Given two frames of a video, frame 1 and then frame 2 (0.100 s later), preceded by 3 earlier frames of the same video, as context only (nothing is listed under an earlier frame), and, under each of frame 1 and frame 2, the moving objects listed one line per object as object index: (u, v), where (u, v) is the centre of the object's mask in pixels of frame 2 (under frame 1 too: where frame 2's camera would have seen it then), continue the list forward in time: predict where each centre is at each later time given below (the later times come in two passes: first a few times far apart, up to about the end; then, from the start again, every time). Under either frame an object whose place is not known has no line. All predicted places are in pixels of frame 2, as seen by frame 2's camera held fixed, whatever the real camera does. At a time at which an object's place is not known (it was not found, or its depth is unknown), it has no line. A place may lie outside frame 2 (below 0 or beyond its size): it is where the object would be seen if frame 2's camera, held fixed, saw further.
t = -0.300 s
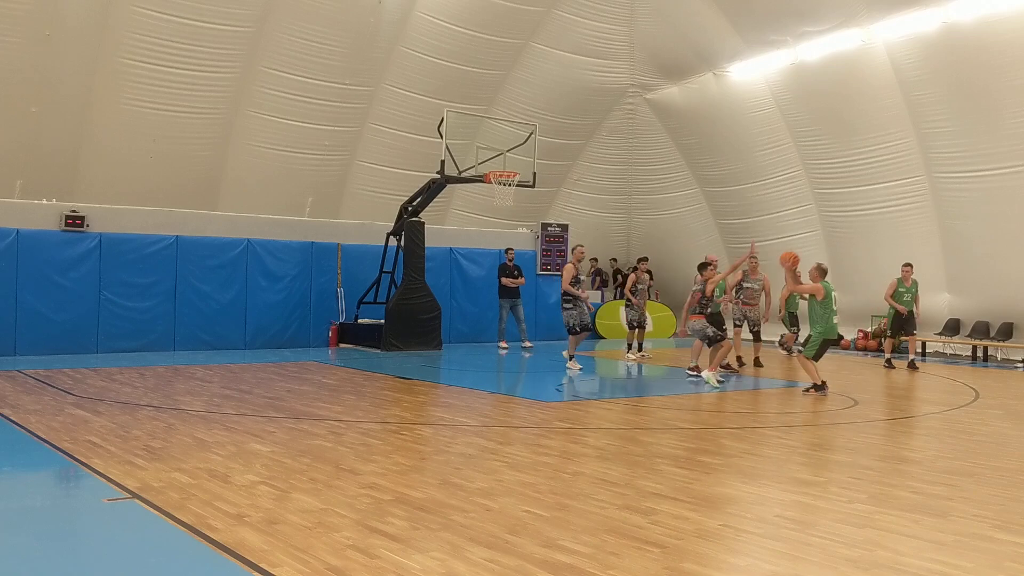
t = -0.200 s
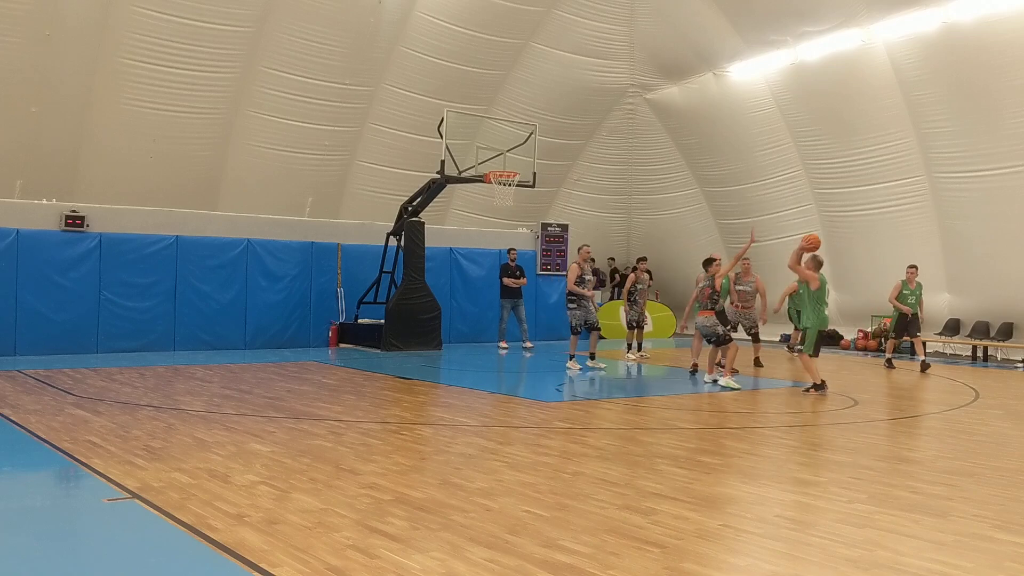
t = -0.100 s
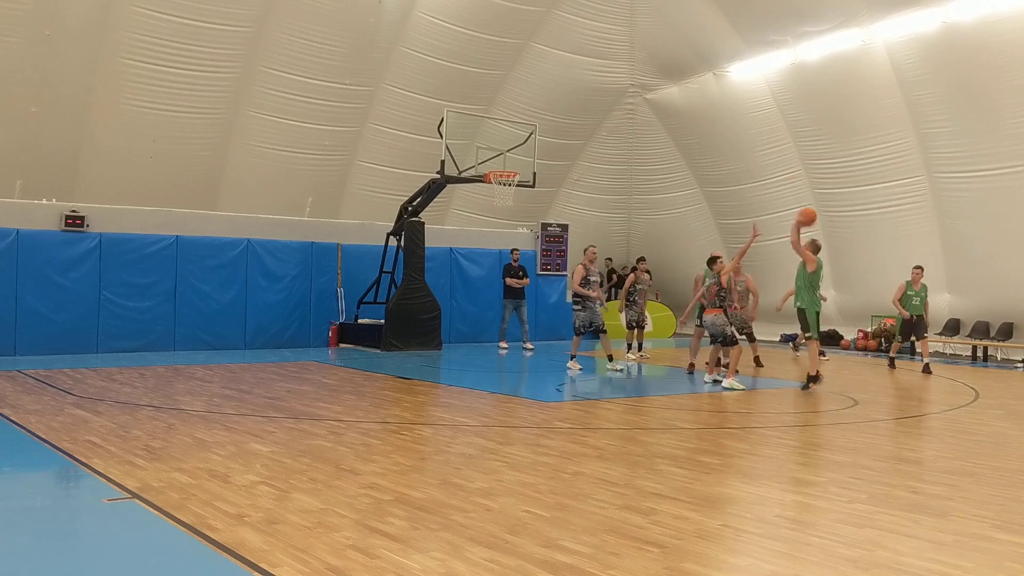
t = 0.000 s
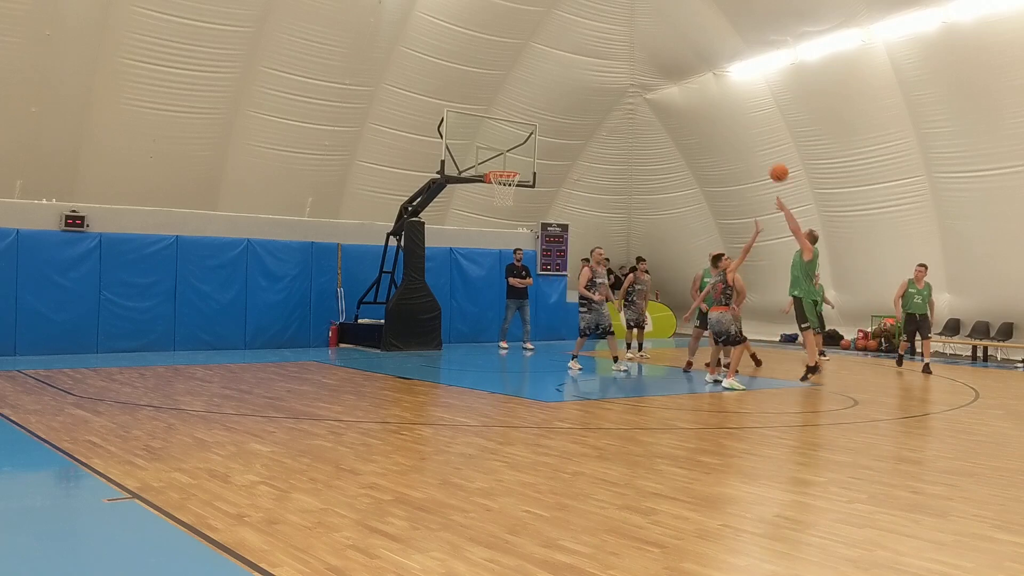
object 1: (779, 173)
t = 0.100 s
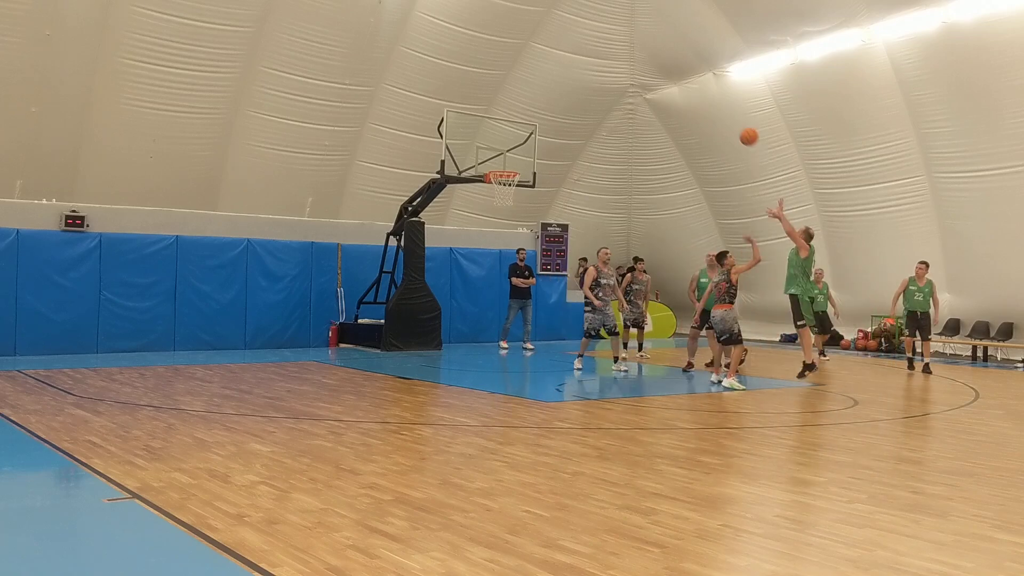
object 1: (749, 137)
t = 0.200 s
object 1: (719, 109)
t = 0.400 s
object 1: (665, 77)
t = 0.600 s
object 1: (615, 75)
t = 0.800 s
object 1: (568, 98)
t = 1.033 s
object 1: (517, 154)
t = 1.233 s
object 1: (513, 140)
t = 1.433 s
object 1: (530, 126)
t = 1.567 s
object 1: (541, 129)
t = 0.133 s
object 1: (739, 126)
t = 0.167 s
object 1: (729, 117)
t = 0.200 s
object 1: (719, 109)
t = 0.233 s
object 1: (710, 101)
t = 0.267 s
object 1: (701, 95)
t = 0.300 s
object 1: (692, 89)
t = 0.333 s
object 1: (683, 85)
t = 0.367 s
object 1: (674, 80)
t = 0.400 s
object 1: (665, 77)
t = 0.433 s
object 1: (656, 75)
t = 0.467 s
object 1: (648, 73)
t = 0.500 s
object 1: (639, 73)
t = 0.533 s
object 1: (631, 72)
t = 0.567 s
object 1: (623, 73)
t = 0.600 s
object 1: (615, 75)
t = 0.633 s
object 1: (607, 77)
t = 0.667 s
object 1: (599, 80)
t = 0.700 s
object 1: (591, 83)
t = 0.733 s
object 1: (583, 88)
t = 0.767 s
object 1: (575, 92)
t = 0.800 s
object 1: (568, 98)
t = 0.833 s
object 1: (560, 104)
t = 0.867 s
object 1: (553, 111)
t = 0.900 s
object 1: (546, 119)
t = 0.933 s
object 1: (538, 127)
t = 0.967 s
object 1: (531, 135)
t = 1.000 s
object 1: (524, 144)
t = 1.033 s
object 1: (517, 154)
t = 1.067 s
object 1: (510, 164)
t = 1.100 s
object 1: (506, 163)
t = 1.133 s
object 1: (504, 157)
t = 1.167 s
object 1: (507, 151)
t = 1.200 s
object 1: (510, 145)
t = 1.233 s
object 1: (513, 140)
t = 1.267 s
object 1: (515, 136)
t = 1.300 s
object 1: (518, 133)
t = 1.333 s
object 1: (521, 130)
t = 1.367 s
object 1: (524, 128)
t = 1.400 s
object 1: (527, 126)
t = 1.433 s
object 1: (530, 126)
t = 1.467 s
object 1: (533, 126)
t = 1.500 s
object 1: (536, 126)
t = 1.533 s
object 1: (538, 127)
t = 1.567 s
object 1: (541, 129)
